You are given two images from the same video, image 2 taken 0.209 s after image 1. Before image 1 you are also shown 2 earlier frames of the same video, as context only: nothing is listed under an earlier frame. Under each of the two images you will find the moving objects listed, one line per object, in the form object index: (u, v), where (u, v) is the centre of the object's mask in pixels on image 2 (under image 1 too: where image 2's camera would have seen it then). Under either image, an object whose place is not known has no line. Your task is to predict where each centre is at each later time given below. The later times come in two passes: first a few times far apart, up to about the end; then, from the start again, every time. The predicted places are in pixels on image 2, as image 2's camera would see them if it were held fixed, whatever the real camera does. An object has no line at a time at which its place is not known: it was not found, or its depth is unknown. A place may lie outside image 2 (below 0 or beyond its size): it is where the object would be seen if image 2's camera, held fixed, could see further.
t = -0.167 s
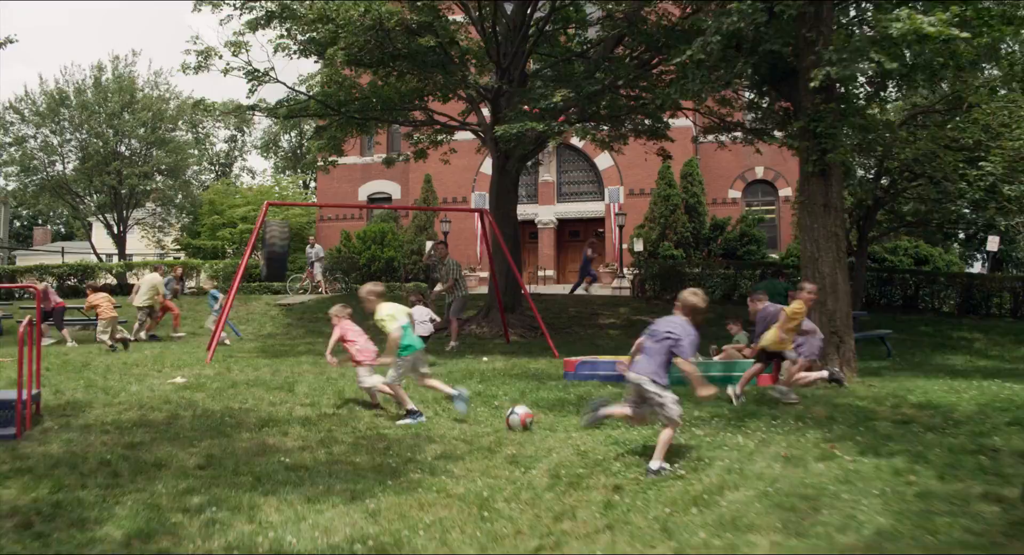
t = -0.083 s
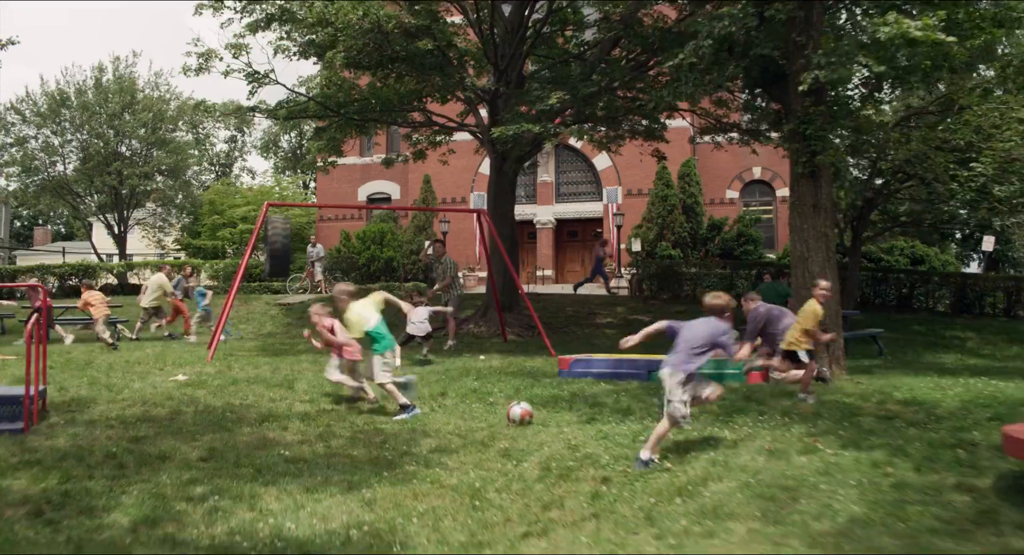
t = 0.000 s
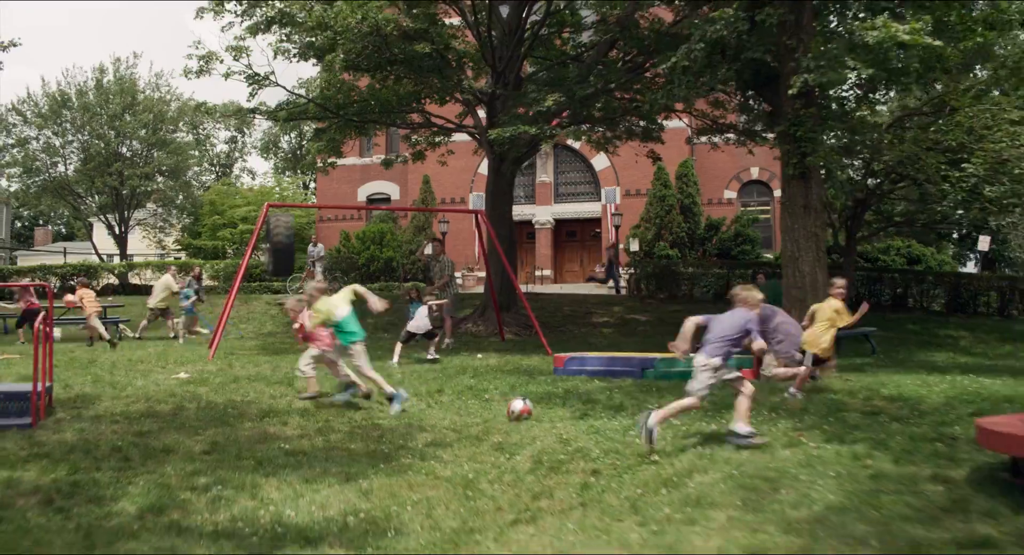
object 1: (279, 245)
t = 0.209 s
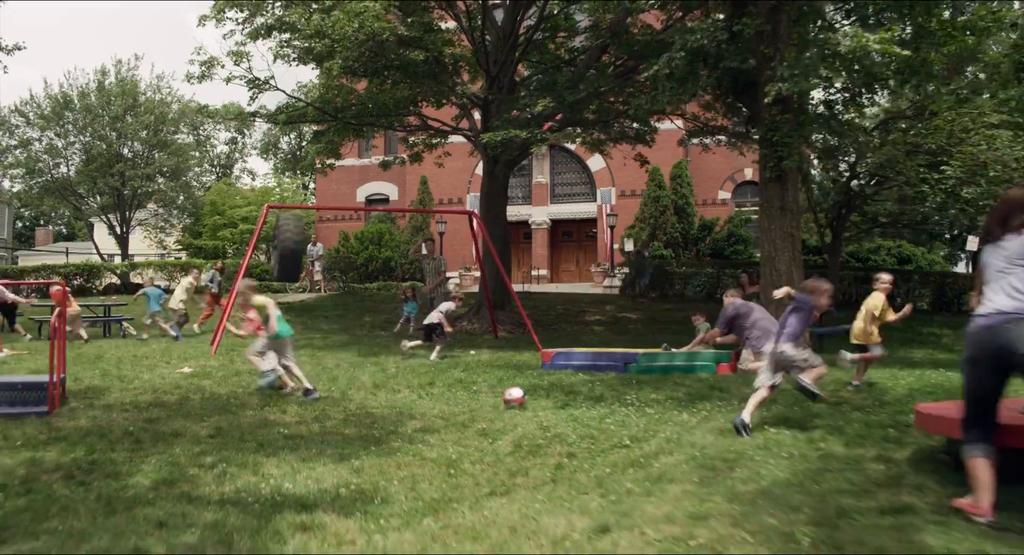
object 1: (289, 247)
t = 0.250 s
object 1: (290, 251)
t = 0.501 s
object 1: (301, 293)
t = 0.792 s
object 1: (322, 266)
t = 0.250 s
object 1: (290, 251)
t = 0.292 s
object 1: (292, 256)
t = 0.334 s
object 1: (293, 262)
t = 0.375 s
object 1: (295, 270)
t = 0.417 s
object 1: (297, 283)
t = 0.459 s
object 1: (299, 291)
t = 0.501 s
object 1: (301, 293)
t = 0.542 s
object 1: (304, 289)
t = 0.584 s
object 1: (307, 283)
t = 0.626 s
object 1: (309, 279)
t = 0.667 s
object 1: (312, 274)
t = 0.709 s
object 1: (316, 270)
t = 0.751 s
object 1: (319, 267)
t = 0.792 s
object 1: (322, 266)
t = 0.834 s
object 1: (325, 266)
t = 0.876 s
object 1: (329, 265)
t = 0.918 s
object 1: (332, 267)
